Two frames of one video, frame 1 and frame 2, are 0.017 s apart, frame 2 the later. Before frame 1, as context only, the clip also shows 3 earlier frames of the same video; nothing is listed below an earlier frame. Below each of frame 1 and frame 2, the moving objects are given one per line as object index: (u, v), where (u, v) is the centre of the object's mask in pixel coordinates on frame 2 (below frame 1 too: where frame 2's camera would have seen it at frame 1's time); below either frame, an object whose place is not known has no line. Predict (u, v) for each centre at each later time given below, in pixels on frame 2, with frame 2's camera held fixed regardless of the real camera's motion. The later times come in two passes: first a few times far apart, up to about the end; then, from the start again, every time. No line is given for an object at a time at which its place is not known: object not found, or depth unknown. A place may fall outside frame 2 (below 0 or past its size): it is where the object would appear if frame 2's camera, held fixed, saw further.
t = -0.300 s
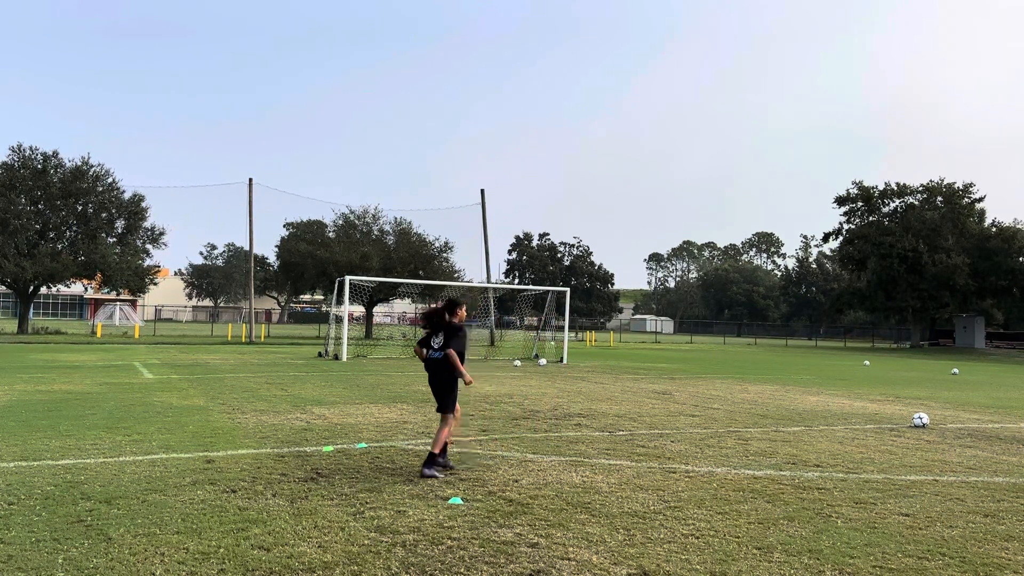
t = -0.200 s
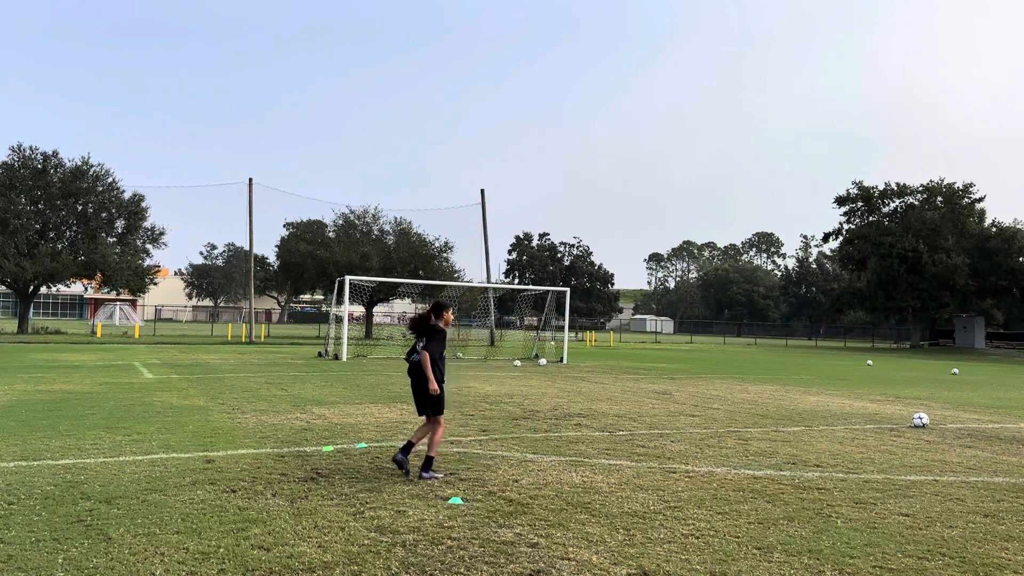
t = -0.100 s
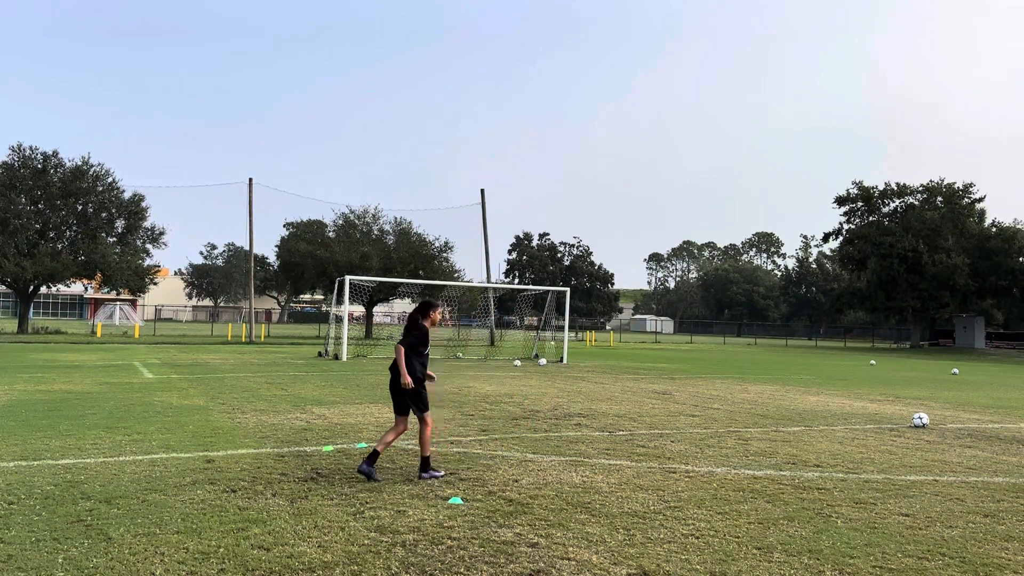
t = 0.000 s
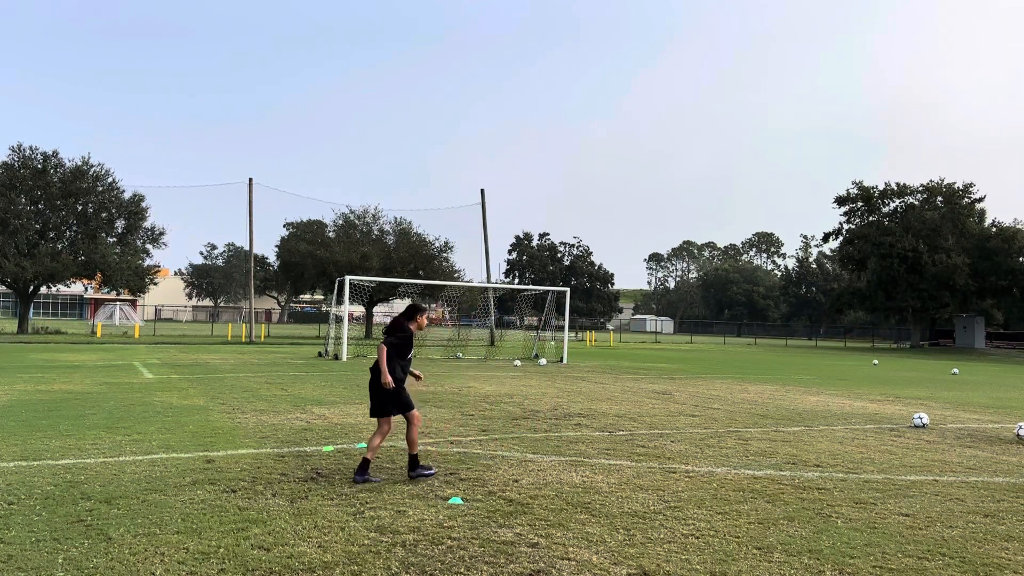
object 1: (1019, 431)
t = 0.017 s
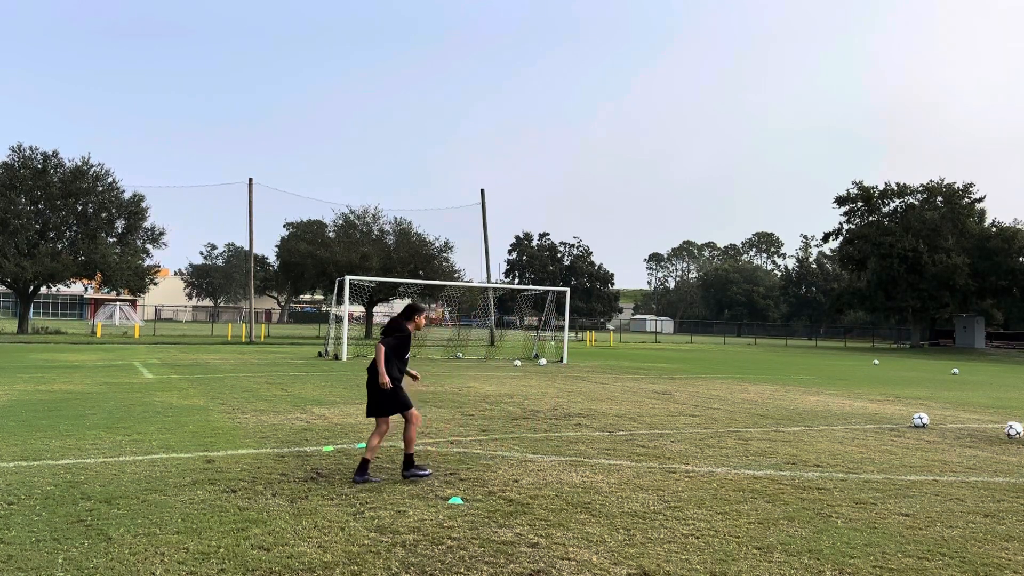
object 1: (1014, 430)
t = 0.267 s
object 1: (844, 441)
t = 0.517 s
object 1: (665, 433)
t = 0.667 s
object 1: (540, 456)
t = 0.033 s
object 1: (1003, 429)
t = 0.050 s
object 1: (993, 428)
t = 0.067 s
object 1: (982, 428)
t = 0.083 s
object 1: (971, 428)
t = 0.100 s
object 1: (961, 428)
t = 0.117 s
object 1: (950, 428)
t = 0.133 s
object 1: (938, 429)
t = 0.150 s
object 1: (928, 431)
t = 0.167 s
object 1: (917, 431)
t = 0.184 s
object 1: (905, 432)
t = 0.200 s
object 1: (893, 433)
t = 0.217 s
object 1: (881, 435)
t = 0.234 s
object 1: (869, 436)
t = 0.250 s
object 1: (857, 439)
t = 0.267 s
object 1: (844, 441)
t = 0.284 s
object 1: (833, 441)
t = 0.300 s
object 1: (822, 440)
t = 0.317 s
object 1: (811, 437)
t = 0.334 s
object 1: (800, 435)
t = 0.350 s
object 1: (788, 434)
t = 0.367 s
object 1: (776, 432)
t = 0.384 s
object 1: (765, 431)
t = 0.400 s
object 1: (753, 430)
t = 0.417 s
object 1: (741, 430)
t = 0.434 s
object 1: (728, 430)
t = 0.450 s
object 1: (715, 429)
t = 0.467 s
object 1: (703, 430)
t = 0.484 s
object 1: (691, 431)
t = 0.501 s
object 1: (678, 432)
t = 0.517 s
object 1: (665, 433)
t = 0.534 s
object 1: (652, 435)
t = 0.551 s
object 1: (639, 437)
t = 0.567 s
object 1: (625, 439)
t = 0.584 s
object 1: (611, 441)
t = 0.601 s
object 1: (597, 445)
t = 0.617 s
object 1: (583, 449)
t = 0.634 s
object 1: (568, 453)
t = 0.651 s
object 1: (554, 456)
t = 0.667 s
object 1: (540, 456)
